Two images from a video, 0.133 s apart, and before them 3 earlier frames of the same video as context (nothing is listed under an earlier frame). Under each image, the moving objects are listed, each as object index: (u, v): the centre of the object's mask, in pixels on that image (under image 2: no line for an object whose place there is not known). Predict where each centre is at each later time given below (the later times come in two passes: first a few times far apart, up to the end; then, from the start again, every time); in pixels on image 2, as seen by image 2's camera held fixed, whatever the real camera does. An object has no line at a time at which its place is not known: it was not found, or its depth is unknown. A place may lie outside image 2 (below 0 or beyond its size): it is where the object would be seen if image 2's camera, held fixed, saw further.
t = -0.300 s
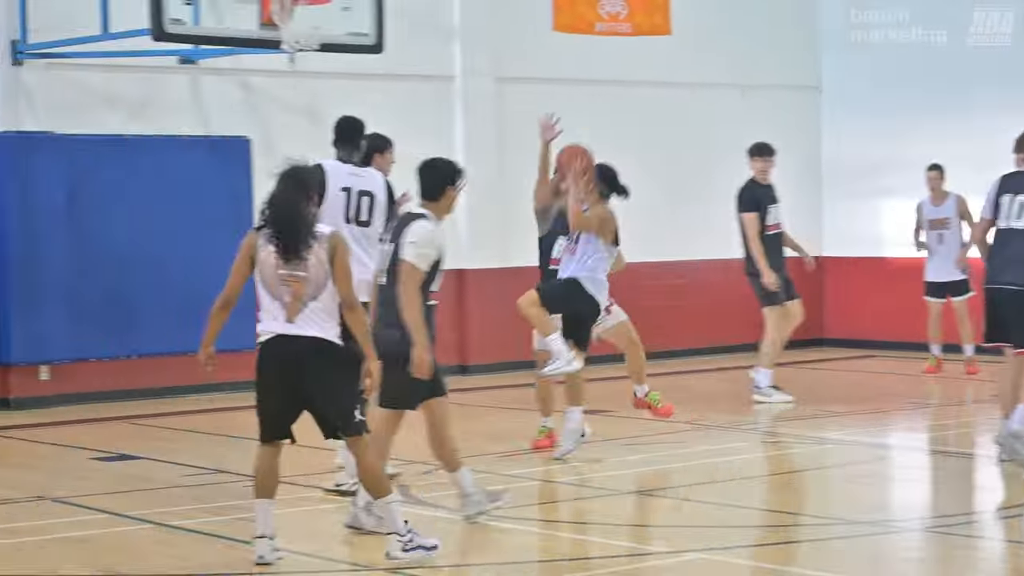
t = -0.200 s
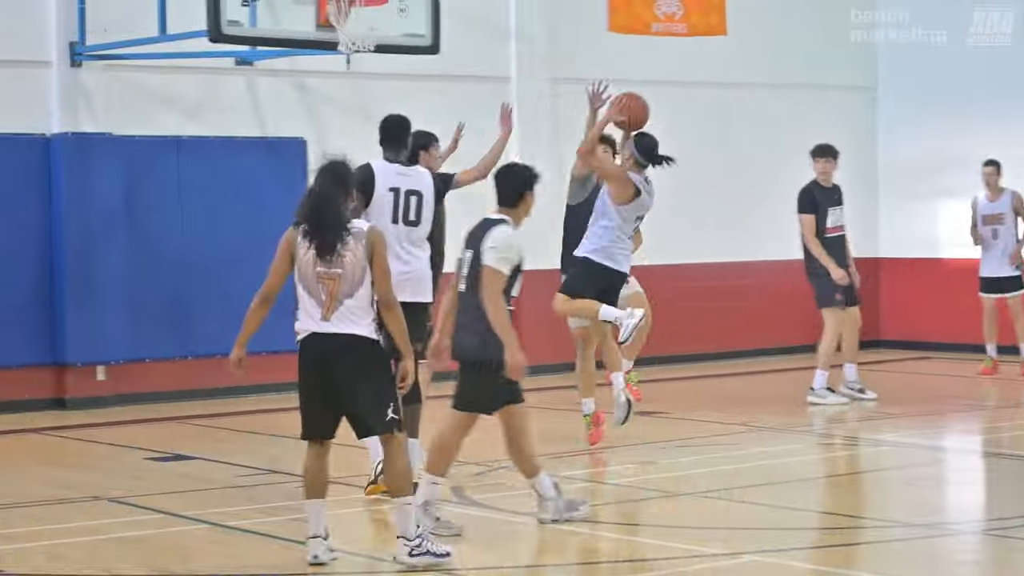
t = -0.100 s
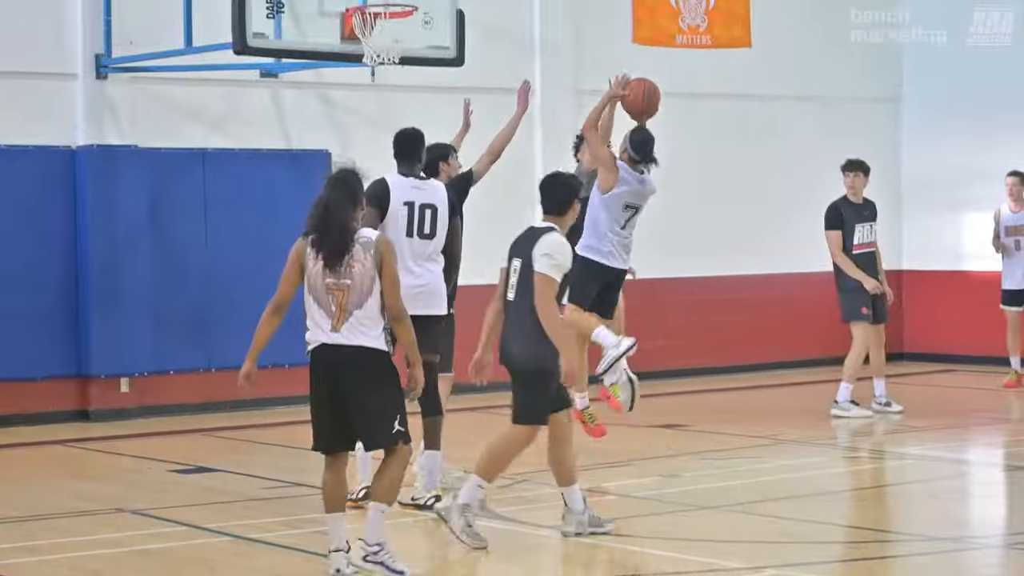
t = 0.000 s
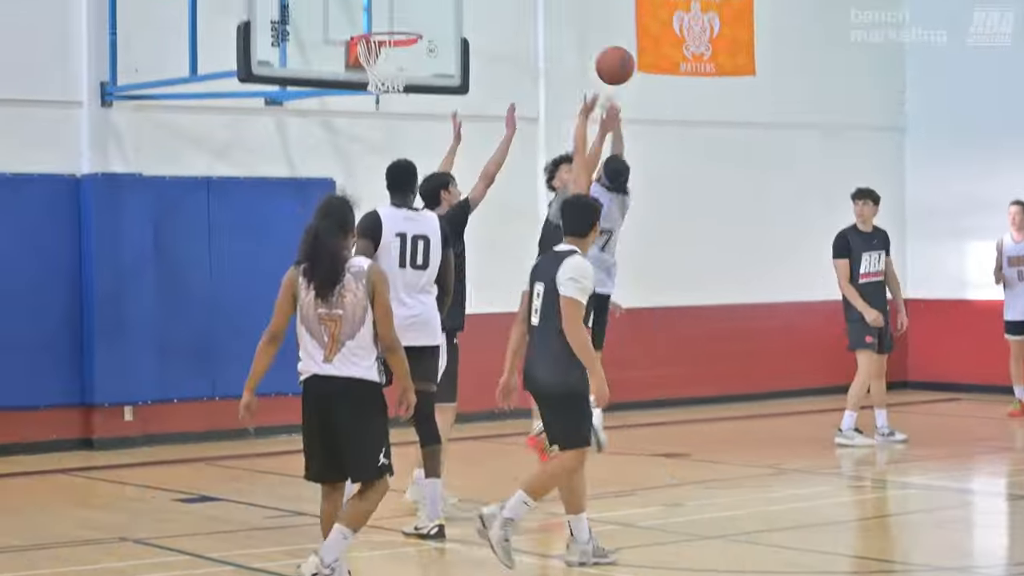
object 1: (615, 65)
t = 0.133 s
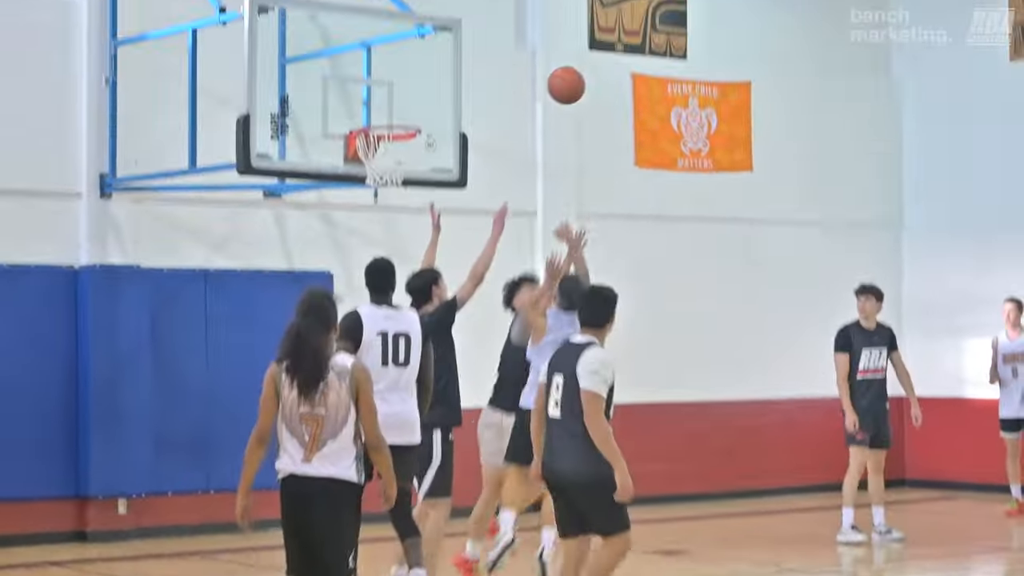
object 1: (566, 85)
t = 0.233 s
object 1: (533, 49)
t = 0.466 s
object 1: (465, 30)
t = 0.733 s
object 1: (396, 100)
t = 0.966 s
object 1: (386, 65)
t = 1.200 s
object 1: (401, 65)
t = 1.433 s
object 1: (404, 114)
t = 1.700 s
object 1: (390, 133)
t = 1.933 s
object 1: (413, 148)
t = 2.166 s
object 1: (397, 168)
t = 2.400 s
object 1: (369, 190)
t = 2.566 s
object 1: (353, 241)
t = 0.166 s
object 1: (555, 71)
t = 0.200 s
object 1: (544, 60)
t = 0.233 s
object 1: (533, 49)
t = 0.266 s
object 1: (522, 41)
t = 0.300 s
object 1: (512, 35)
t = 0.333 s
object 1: (502, 31)
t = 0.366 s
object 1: (492, 28)
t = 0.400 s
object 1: (483, 27)
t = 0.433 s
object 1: (474, 28)
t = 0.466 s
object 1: (465, 30)
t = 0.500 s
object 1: (455, 34)
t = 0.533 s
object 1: (447, 39)
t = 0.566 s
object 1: (438, 45)
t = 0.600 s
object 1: (429, 54)
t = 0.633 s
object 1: (421, 64)
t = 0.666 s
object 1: (412, 74)
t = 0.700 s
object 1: (404, 87)
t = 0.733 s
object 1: (396, 100)
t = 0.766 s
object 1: (388, 115)
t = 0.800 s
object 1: (384, 112)
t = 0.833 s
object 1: (382, 98)
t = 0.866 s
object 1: (380, 87)
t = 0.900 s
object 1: (382, 78)
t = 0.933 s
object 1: (384, 71)
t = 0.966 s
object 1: (386, 65)
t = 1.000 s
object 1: (388, 60)
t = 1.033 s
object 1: (390, 57)
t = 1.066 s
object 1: (392, 56)
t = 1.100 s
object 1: (394, 56)
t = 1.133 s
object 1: (397, 57)
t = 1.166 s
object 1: (399, 60)
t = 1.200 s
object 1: (401, 65)
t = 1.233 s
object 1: (404, 71)
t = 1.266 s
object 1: (406, 78)
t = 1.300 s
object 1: (409, 88)
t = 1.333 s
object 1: (411, 98)
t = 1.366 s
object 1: (414, 111)
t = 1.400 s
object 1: (410, 114)
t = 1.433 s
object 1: (404, 114)
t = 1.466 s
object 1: (398, 115)
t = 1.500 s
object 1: (392, 116)
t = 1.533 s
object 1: (386, 117)
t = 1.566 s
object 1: (380, 121)
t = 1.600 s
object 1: (379, 121)
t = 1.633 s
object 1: (384, 121)
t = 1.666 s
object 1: (387, 129)
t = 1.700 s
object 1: (390, 133)
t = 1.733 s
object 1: (393, 137)
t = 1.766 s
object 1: (397, 143)
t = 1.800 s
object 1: (401, 147)
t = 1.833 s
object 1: (405, 148)
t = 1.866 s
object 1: (409, 148)
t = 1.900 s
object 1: (411, 148)
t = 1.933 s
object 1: (413, 148)
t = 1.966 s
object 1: (414, 148)
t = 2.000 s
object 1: (414, 149)
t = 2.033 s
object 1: (413, 151)
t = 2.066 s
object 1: (412, 151)
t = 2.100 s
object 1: (410, 152)
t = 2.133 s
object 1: (404, 158)
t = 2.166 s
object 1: (397, 168)
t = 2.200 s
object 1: (393, 170)
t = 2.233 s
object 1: (389, 172)
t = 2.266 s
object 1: (384, 173)
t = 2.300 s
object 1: (381, 178)
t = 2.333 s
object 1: (377, 183)
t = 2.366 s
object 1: (373, 184)
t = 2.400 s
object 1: (369, 190)
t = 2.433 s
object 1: (366, 196)
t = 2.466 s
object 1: (363, 205)
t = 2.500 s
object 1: (359, 216)
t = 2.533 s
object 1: (356, 228)
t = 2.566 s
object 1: (353, 241)
